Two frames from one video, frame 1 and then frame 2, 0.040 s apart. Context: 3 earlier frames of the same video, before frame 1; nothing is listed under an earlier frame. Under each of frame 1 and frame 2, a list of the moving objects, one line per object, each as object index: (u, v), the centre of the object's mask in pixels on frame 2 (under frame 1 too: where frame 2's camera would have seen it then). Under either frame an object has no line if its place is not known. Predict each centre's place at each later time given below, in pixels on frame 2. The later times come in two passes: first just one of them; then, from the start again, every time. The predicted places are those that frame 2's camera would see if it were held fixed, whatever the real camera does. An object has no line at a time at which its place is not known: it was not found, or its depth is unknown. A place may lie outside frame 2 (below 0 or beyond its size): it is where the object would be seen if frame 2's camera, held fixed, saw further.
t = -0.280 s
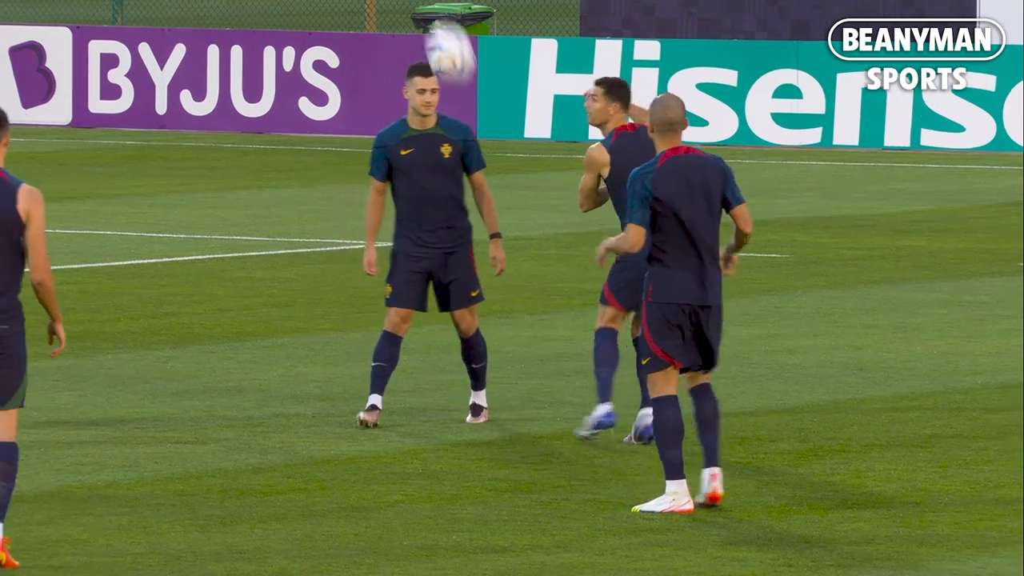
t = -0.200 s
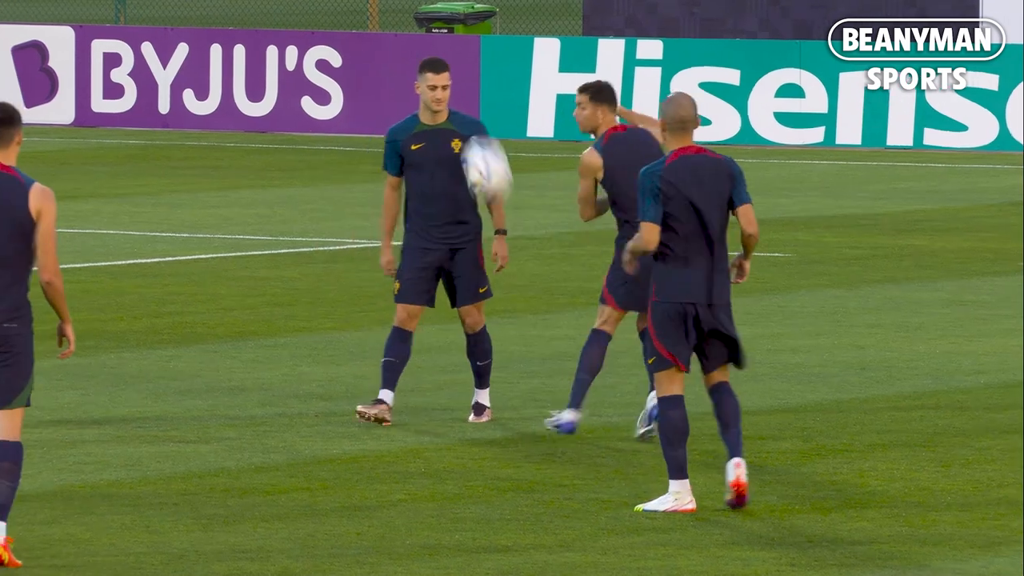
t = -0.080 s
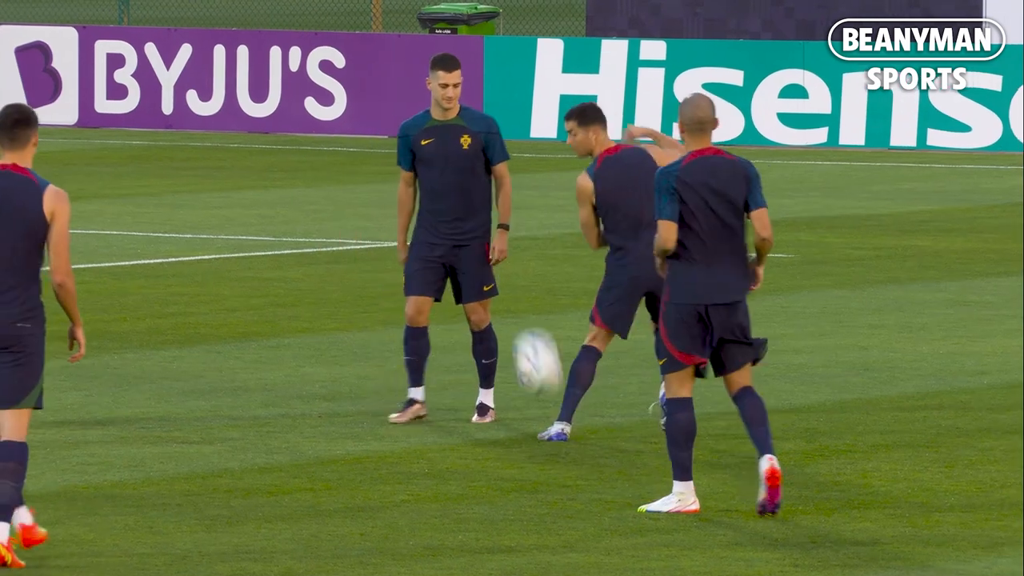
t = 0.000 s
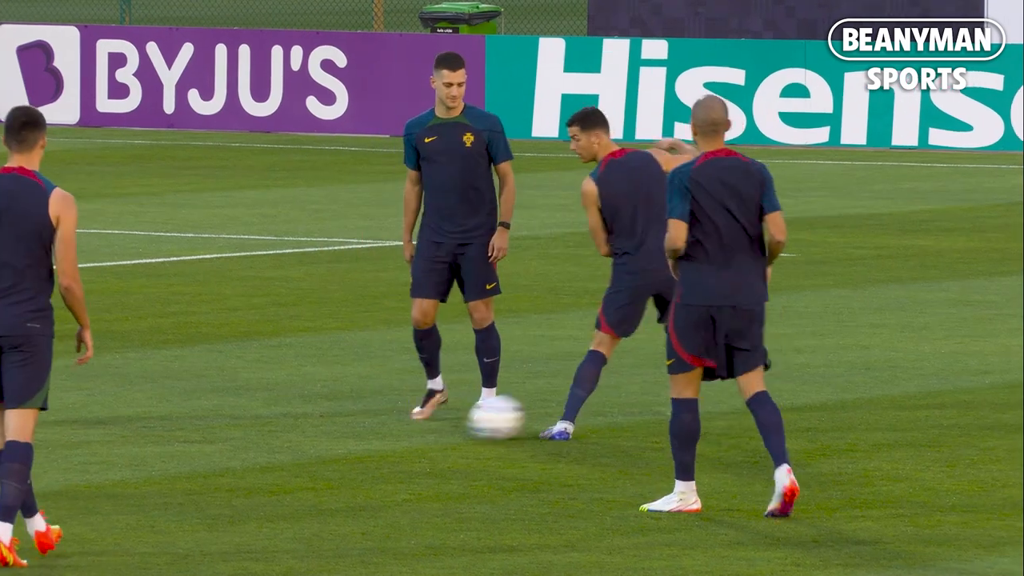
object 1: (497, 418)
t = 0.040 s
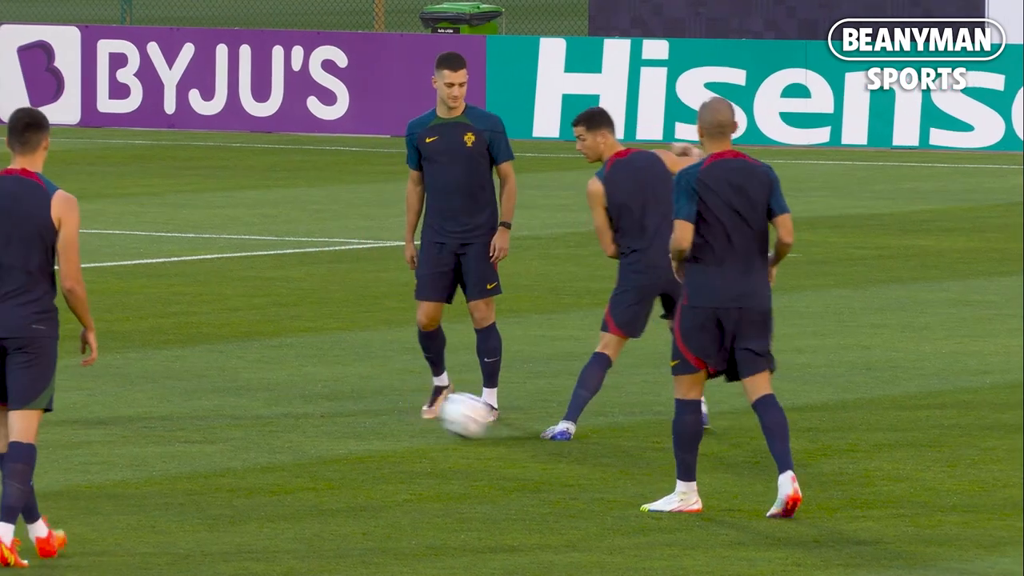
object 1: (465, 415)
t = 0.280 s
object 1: (295, 418)
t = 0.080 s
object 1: (436, 408)
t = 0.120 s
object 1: (407, 404)
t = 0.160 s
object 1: (379, 404)
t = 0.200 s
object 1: (351, 407)
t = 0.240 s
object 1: (322, 412)
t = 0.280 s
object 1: (295, 418)
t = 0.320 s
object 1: (275, 414)
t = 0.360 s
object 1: (255, 412)
